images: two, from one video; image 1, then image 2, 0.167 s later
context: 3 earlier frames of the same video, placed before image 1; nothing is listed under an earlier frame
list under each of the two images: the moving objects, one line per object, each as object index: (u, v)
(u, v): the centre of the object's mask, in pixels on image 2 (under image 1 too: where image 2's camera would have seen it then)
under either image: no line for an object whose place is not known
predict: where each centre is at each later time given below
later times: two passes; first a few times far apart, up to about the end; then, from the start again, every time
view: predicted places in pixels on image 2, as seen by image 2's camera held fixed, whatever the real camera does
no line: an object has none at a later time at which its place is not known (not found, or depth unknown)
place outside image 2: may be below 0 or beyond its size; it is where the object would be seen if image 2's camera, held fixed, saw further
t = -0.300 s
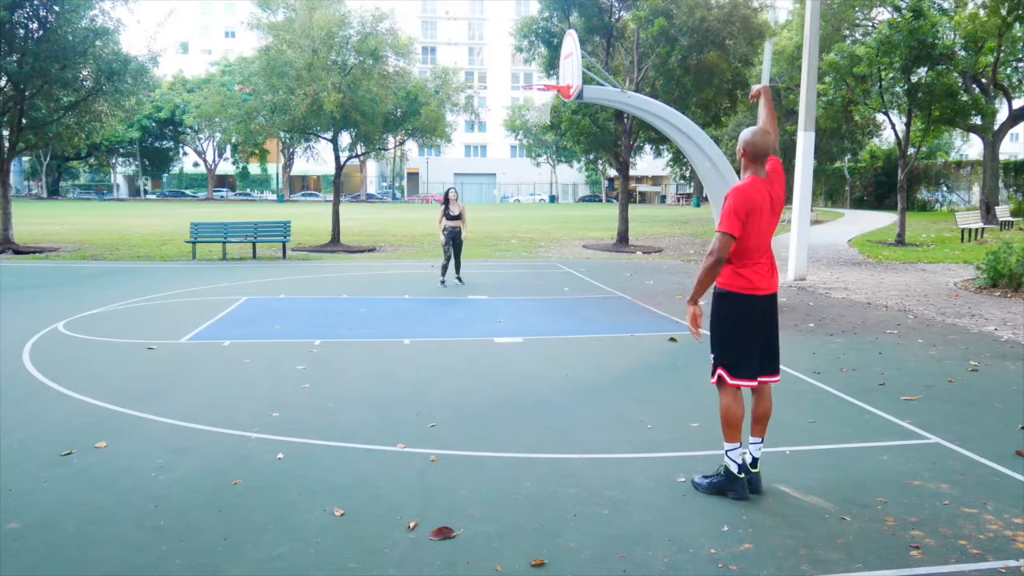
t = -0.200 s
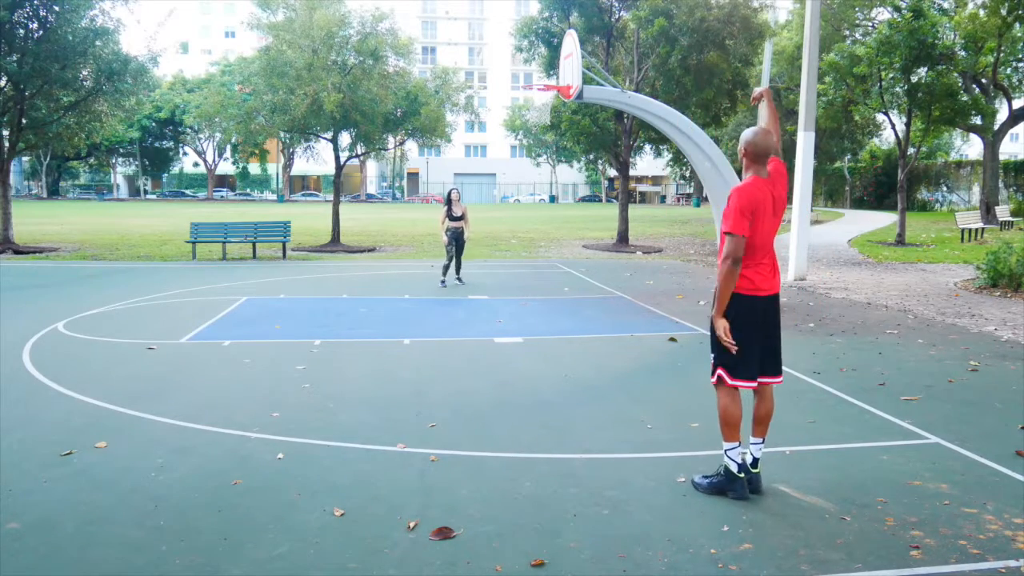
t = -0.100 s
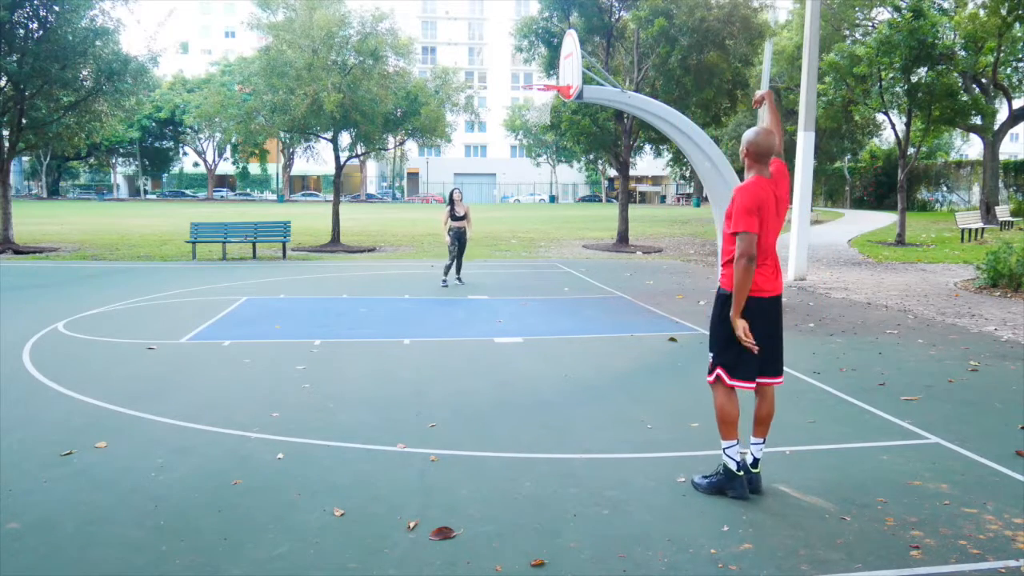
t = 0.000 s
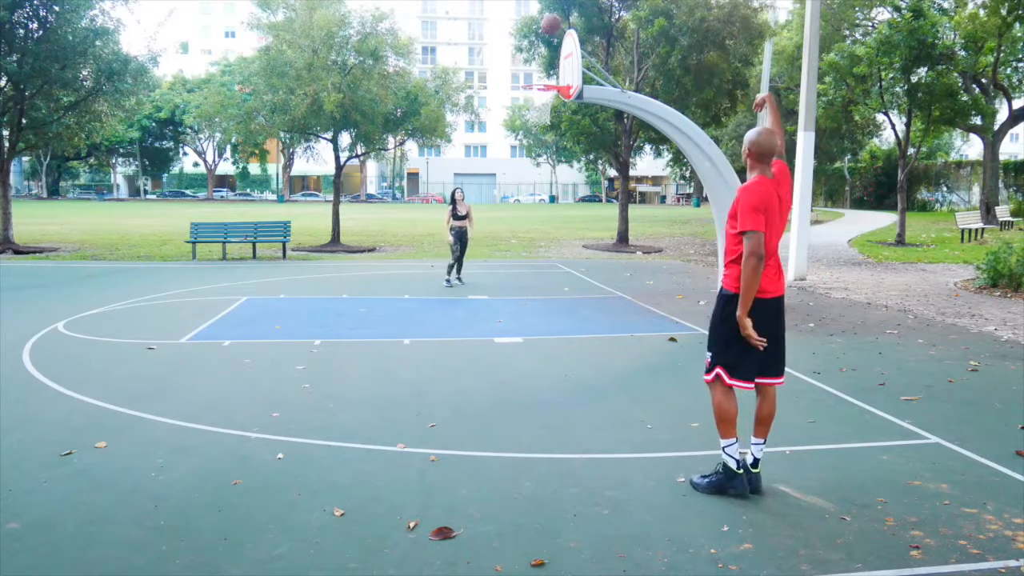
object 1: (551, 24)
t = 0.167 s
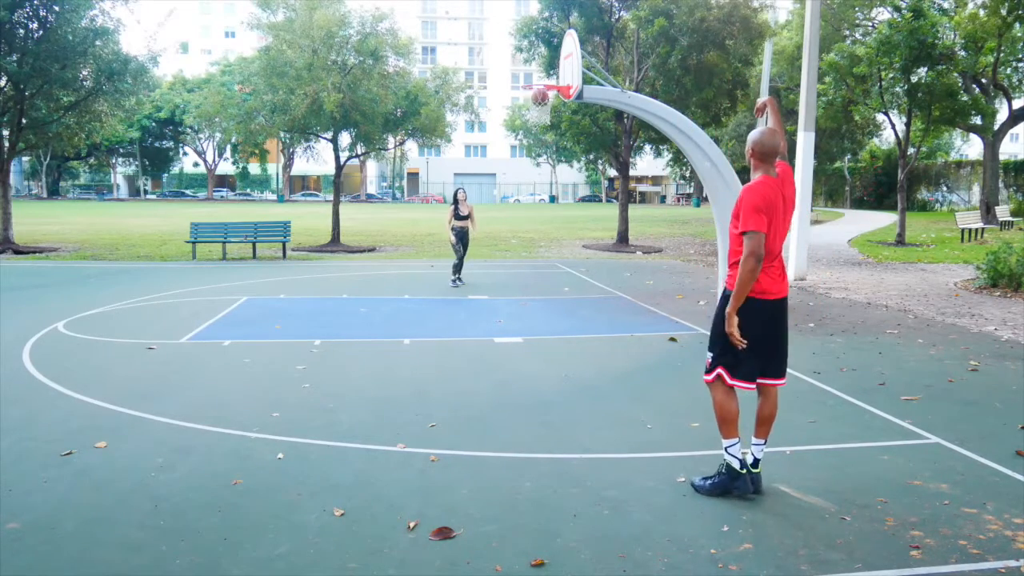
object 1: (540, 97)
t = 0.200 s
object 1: (539, 103)
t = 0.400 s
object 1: (533, 124)
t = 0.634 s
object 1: (528, 178)
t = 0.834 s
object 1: (523, 253)
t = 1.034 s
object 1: (521, 262)
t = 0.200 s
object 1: (539, 103)
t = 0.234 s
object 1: (538, 109)
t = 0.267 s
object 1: (537, 109)
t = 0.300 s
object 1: (536, 112)
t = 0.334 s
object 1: (535, 115)
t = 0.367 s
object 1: (535, 119)
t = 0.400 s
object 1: (533, 124)
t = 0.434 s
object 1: (532, 129)
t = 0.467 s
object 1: (532, 136)
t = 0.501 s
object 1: (531, 143)
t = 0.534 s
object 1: (530, 151)
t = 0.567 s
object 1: (529, 159)
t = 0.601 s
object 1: (529, 168)
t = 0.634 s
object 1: (528, 178)
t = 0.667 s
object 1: (527, 189)
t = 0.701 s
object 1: (526, 201)
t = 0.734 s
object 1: (525, 213)
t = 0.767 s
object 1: (525, 226)
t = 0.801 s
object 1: (524, 239)
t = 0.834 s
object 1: (523, 253)
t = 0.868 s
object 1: (522, 268)
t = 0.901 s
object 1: (521, 283)
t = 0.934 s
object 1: (520, 298)
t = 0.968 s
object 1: (521, 286)
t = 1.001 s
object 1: (521, 274)
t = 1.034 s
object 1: (521, 262)
